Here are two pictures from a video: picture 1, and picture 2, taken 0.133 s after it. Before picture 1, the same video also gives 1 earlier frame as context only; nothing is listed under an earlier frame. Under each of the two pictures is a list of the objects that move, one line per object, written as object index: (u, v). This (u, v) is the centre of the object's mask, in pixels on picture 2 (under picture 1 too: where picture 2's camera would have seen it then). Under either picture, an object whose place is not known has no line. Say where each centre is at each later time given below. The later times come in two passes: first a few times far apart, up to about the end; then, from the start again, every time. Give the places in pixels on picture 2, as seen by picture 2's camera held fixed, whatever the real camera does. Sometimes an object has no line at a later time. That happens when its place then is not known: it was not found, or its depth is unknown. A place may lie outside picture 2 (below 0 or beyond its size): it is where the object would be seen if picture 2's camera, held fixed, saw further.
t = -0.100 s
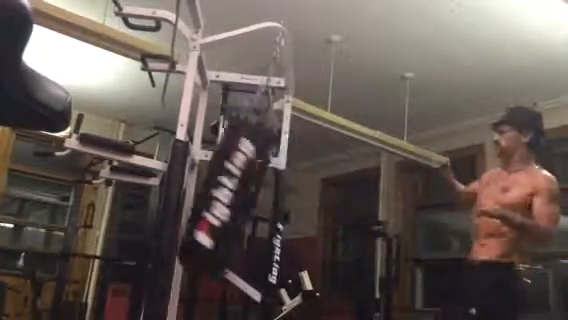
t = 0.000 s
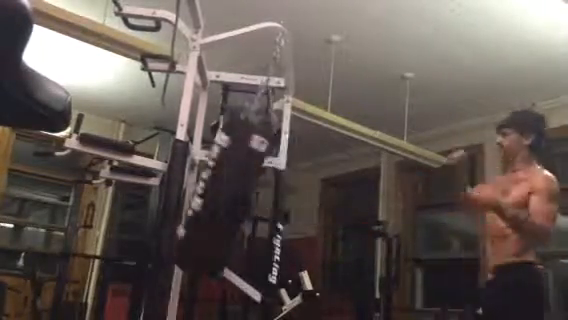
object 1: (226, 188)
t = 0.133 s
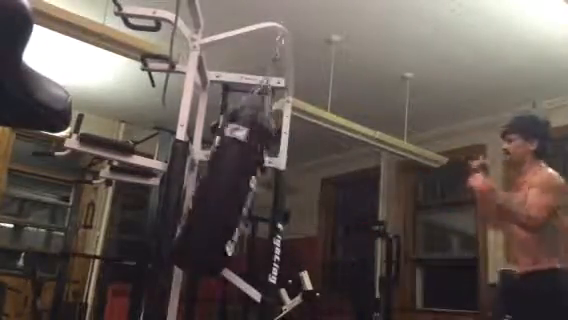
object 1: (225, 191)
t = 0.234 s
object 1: (227, 193)
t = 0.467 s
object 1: (256, 202)
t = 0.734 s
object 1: (282, 203)
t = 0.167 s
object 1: (226, 192)
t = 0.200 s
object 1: (226, 192)
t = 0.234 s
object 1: (227, 193)
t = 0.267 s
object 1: (229, 192)
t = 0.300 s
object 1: (232, 193)
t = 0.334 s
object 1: (242, 203)
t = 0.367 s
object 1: (249, 203)
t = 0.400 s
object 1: (250, 202)
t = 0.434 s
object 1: (253, 203)
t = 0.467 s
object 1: (256, 202)
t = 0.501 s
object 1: (256, 198)
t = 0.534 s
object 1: (262, 203)
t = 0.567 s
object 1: (265, 200)
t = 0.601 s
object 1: (268, 199)
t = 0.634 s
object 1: (271, 199)
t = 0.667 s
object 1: (275, 200)
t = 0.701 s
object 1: (278, 200)
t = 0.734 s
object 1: (282, 203)
